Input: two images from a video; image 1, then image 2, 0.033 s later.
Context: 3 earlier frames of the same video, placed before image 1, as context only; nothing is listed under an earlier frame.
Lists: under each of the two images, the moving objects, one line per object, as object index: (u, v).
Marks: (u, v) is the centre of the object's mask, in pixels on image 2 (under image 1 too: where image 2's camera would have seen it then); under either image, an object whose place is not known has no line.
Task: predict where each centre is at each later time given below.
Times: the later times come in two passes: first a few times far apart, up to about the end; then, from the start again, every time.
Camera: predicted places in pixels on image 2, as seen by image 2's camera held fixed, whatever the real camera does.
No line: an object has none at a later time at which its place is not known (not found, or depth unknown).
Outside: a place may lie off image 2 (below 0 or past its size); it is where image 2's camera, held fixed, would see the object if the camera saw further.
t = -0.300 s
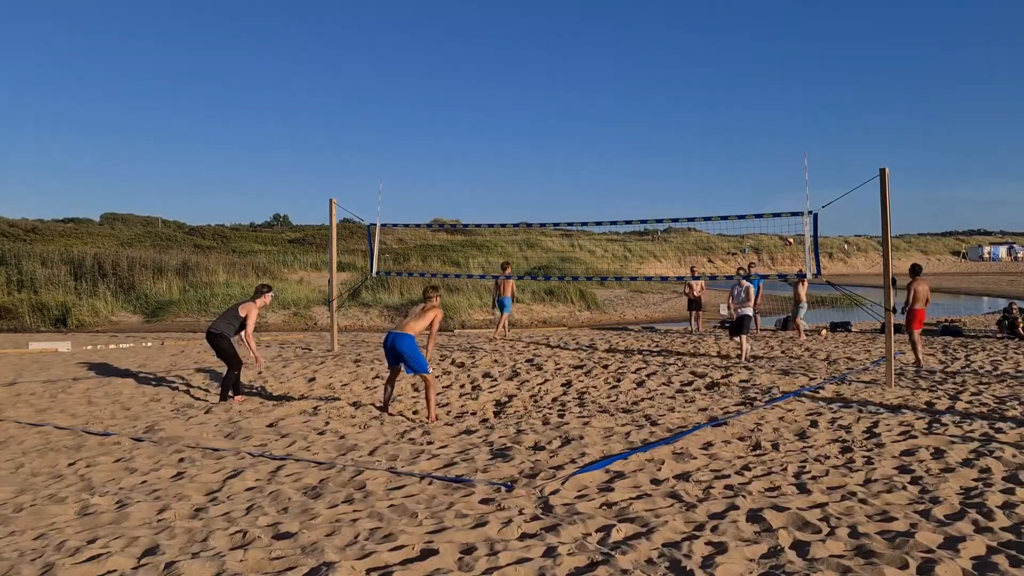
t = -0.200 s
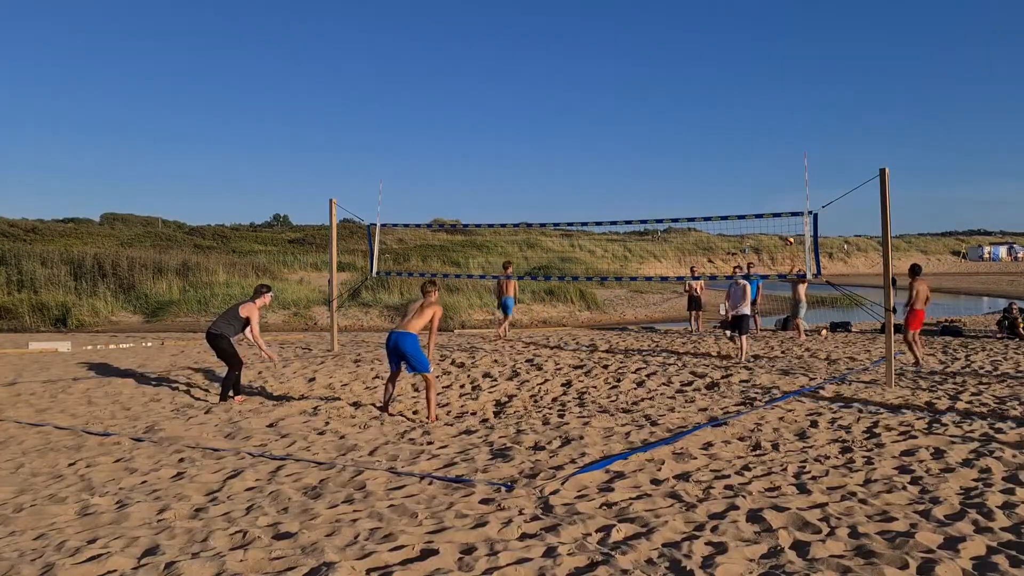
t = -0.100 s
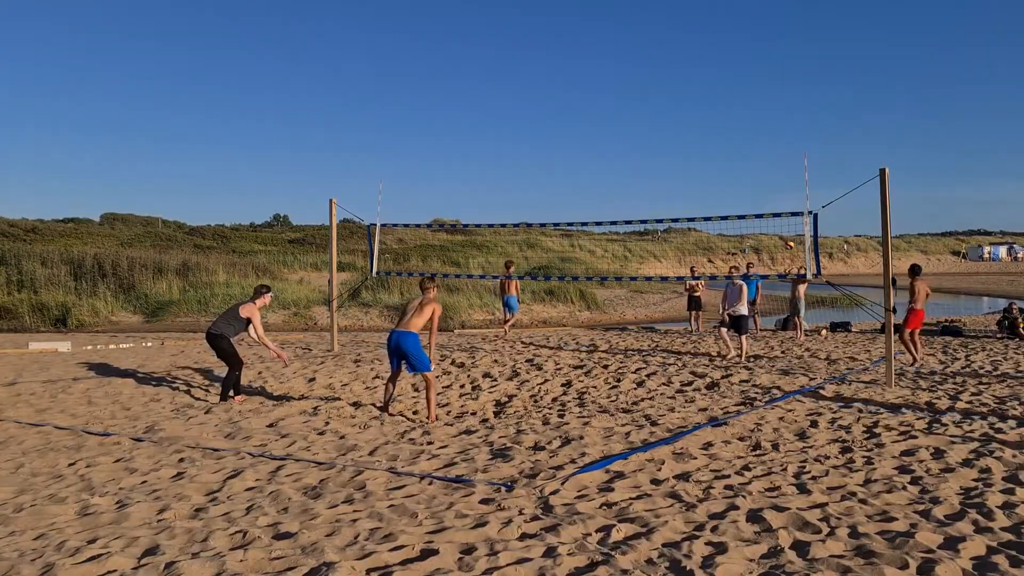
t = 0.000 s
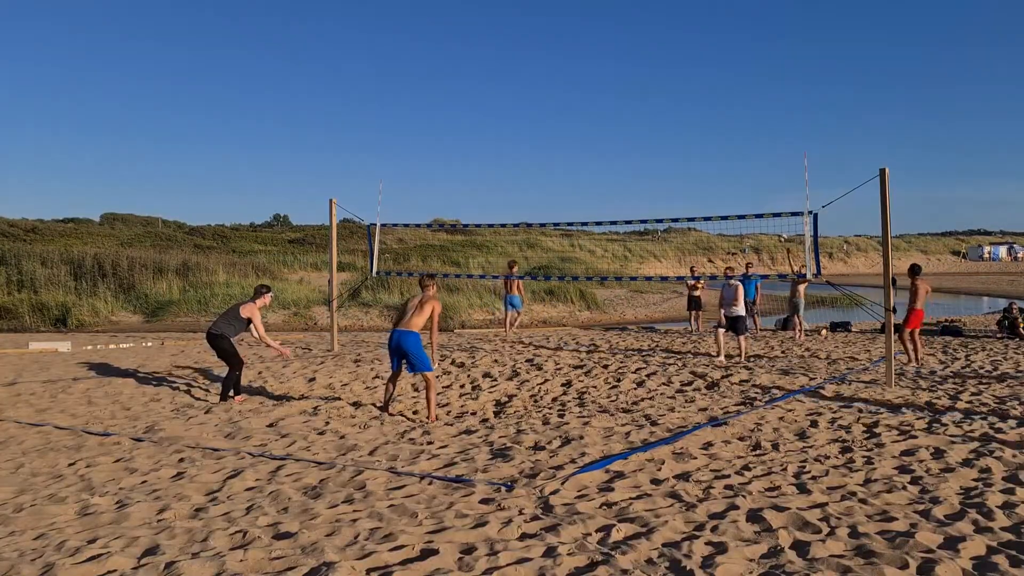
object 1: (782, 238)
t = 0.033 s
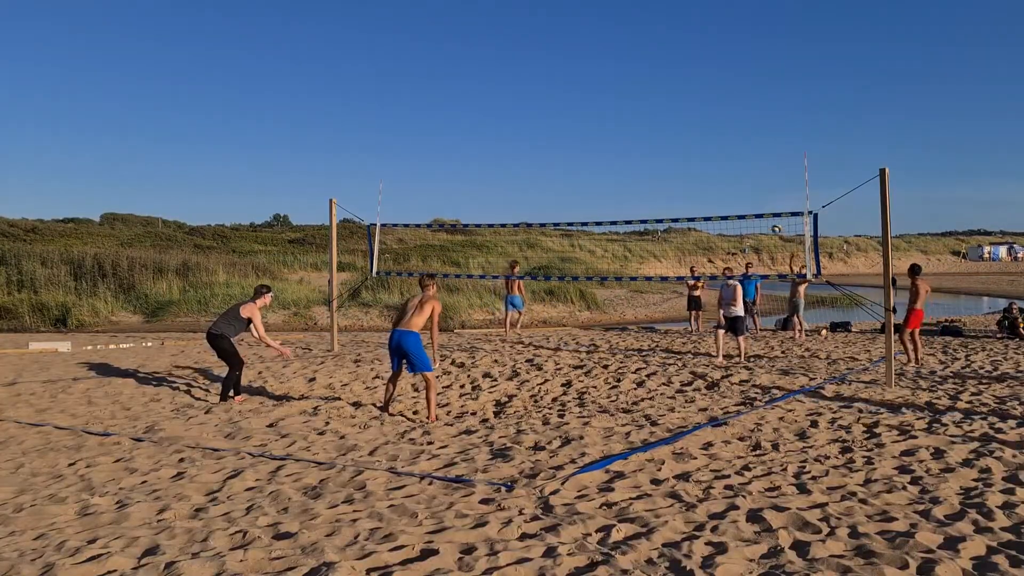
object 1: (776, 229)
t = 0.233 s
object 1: (738, 178)
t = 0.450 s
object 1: (692, 135)
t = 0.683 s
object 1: (634, 113)
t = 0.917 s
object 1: (561, 122)
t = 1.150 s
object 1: (477, 174)
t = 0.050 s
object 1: (772, 225)
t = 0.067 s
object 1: (770, 221)
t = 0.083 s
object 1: (767, 215)
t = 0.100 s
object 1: (763, 210)
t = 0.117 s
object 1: (760, 207)
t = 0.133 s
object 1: (757, 203)
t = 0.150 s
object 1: (754, 198)
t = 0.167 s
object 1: (751, 194)
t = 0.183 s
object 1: (747, 190)
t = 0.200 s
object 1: (744, 186)
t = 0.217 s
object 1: (741, 181)
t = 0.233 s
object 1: (738, 178)
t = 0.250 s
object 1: (734, 175)
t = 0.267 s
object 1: (731, 171)
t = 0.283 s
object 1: (728, 167)
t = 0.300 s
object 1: (724, 164)
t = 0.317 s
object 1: (721, 160)
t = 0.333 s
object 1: (718, 157)
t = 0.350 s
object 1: (714, 153)
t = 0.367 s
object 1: (710, 150)
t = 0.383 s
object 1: (707, 147)
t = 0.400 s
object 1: (703, 144)
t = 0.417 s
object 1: (700, 141)
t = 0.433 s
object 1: (696, 138)
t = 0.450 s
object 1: (692, 135)
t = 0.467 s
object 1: (688, 133)
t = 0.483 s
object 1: (684, 131)
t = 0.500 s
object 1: (680, 129)
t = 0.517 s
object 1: (677, 126)
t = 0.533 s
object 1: (672, 124)
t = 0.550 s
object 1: (669, 122)
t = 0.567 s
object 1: (664, 120)
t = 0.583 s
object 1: (660, 119)
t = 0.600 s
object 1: (656, 117)
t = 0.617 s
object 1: (652, 116)
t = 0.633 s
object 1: (648, 115)
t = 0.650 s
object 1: (643, 114)
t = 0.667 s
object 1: (639, 114)
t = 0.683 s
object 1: (634, 113)
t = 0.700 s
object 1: (629, 113)
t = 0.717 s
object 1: (624, 112)
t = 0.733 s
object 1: (619, 112)
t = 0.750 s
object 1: (614, 112)
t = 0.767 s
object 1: (609, 111)
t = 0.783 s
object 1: (604, 112)
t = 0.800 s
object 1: (599, 112)
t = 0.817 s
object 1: (594, 113)
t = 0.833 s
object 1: (588, 114)
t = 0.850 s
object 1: (583, 115)
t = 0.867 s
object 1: (577, 117)
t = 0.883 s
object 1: (572, 118)
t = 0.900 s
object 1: (566, 120)
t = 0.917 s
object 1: (561, 122)
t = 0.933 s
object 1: (555, 125)
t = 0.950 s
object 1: (549, 127)
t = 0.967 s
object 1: (543, 130)
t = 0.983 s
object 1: (537, 133)
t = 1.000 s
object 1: (532, 136)
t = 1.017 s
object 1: (526, 139)
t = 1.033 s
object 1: (520, 143)
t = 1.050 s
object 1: (514, 147)
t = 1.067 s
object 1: (508, 151)
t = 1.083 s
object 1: (502, 155)
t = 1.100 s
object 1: (496, 159)
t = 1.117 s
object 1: (490, 164)
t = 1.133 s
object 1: (484, 169)
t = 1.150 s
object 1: (477, 174)
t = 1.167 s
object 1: (471, 181)
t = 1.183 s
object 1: (464, 186)
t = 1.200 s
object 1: (458, 192)
